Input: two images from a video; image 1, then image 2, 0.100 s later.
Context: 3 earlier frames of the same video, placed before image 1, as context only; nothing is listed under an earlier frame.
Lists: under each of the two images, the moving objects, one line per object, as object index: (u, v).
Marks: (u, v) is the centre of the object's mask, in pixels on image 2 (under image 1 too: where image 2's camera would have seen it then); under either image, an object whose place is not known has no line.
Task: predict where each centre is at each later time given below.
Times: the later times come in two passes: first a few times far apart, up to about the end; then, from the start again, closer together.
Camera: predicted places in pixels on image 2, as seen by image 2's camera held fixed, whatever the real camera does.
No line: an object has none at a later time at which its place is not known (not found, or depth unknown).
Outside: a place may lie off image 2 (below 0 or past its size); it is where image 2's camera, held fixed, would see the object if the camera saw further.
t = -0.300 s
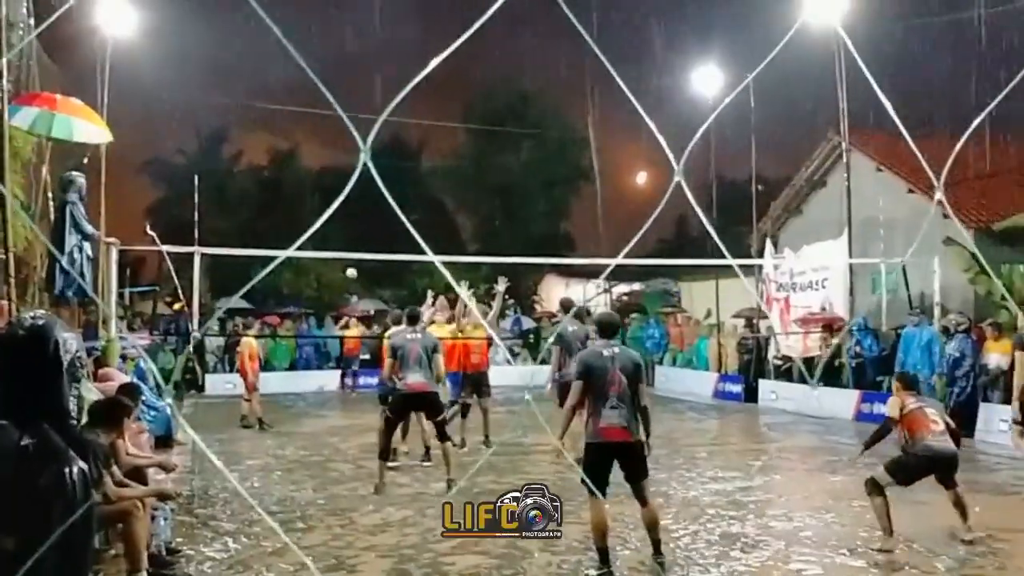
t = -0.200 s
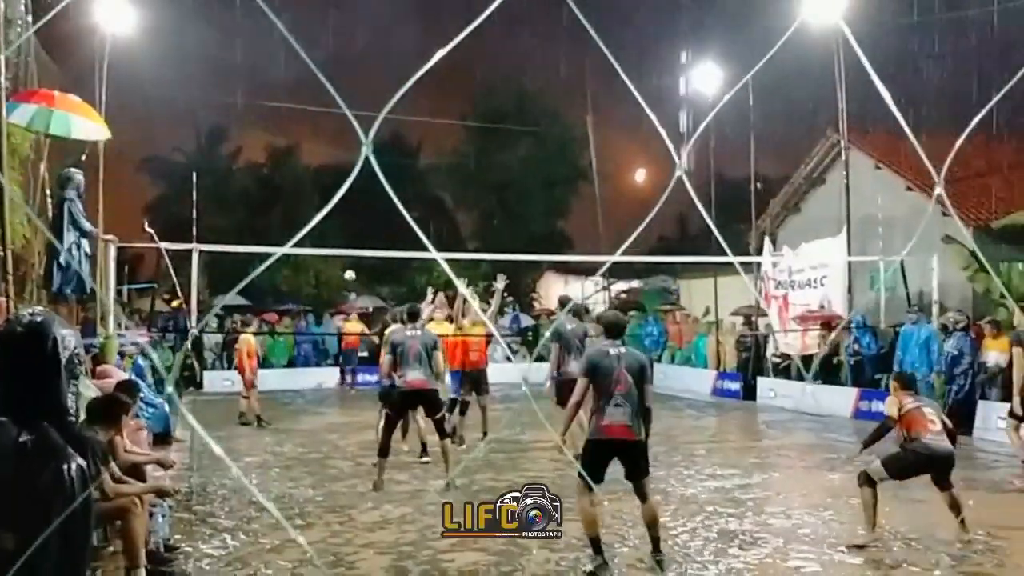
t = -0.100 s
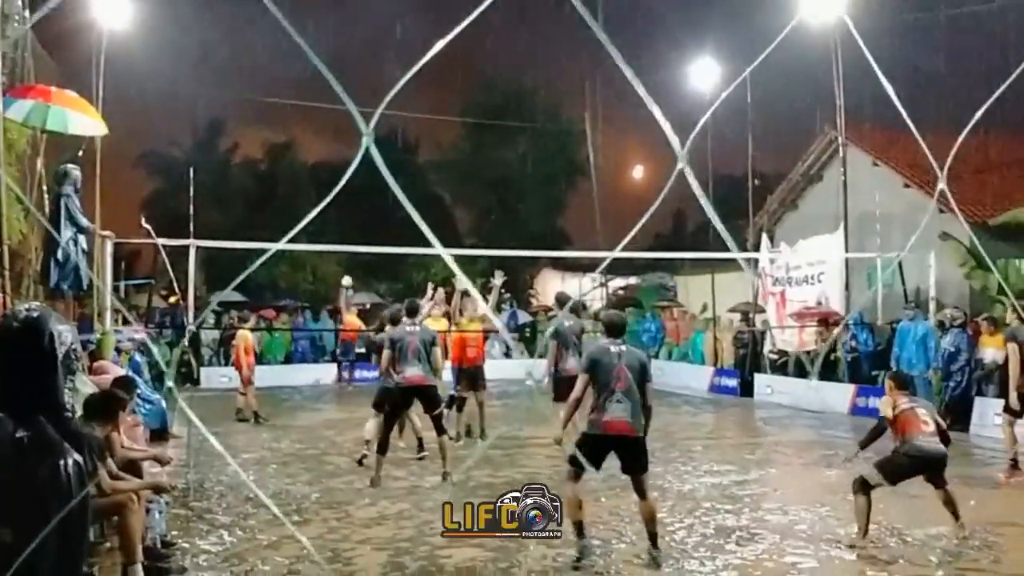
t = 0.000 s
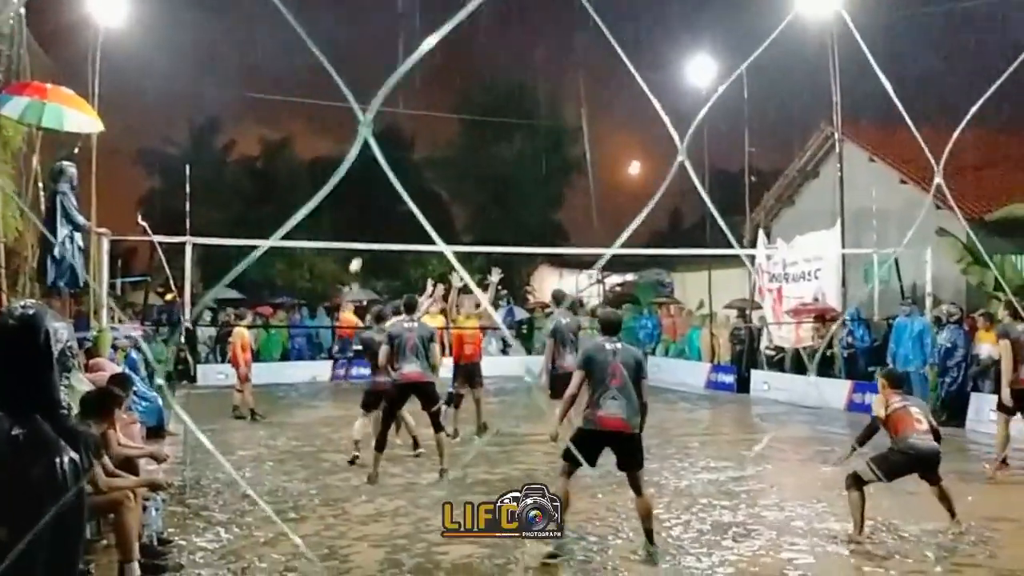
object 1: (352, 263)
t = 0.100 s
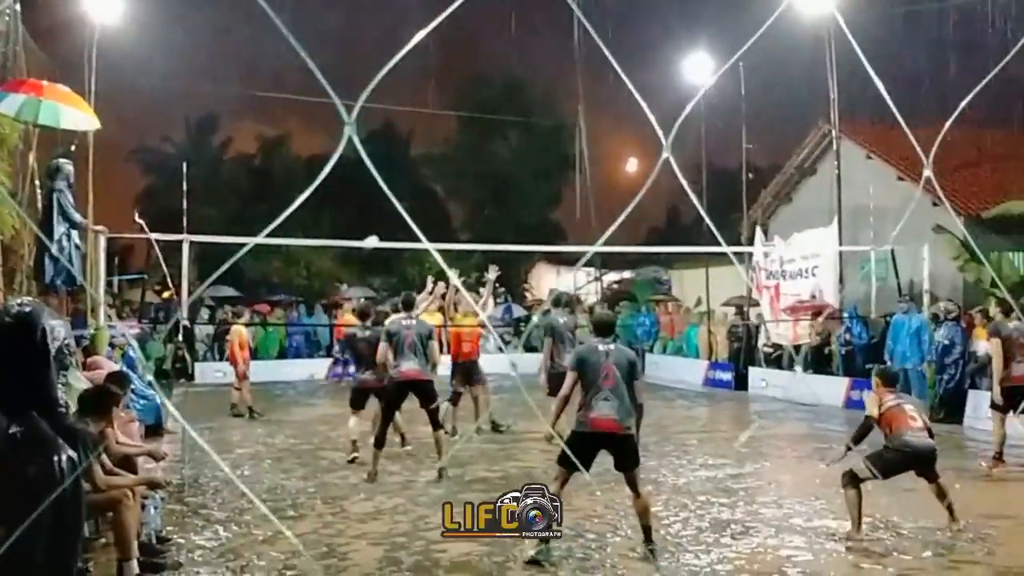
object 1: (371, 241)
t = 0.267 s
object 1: (401, 215)
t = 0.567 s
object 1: (469, 203)
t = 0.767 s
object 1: (528, 230)
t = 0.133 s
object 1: (377, 235)
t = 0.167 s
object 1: (381, 230)
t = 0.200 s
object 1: (387, 226)
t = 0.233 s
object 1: (393, 221)
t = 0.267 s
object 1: (401, 215)
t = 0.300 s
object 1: (408, 212)
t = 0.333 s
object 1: (415, 209)
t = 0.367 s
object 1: (422, 206)
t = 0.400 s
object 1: (429, 204)
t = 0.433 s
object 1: (437, 203)
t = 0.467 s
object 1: (444, 202)
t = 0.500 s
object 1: (453, 201)
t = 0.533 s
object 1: (462, 203)
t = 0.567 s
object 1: (469, 203)
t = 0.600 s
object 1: (479, 205)
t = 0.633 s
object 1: (487, 208)
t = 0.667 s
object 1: (497, 212)
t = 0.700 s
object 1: (507, 217)
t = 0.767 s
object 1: (528, 230)
